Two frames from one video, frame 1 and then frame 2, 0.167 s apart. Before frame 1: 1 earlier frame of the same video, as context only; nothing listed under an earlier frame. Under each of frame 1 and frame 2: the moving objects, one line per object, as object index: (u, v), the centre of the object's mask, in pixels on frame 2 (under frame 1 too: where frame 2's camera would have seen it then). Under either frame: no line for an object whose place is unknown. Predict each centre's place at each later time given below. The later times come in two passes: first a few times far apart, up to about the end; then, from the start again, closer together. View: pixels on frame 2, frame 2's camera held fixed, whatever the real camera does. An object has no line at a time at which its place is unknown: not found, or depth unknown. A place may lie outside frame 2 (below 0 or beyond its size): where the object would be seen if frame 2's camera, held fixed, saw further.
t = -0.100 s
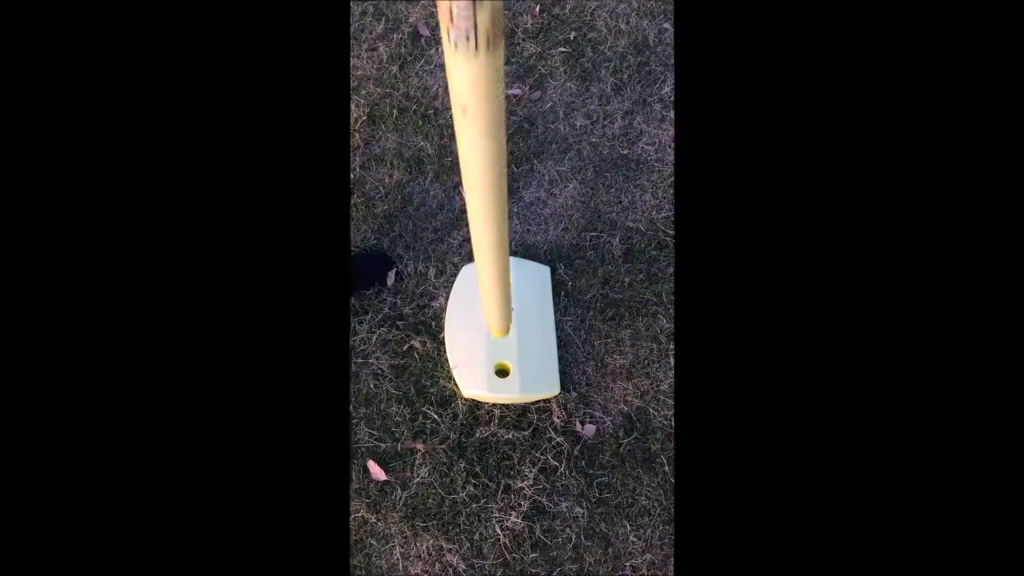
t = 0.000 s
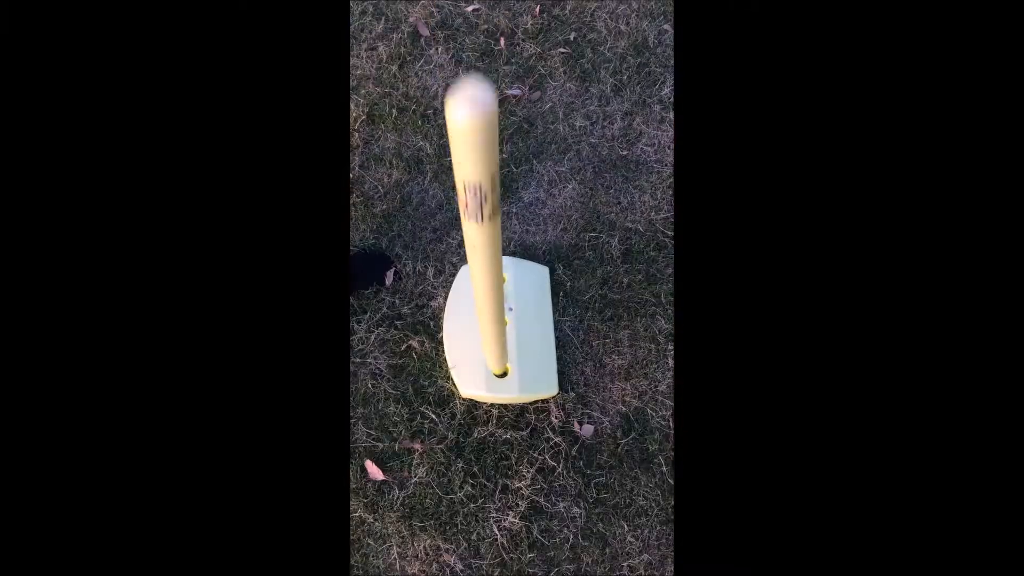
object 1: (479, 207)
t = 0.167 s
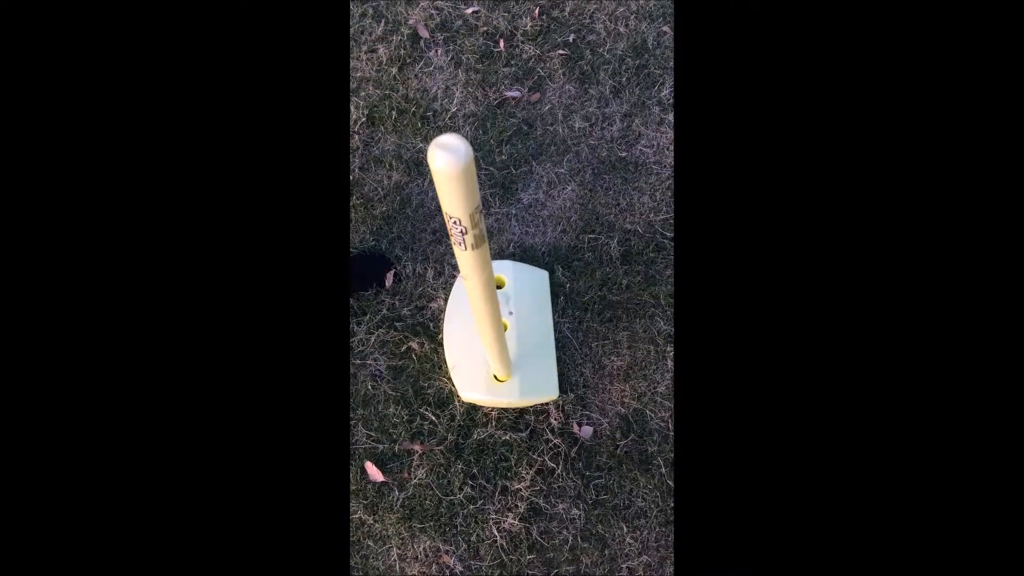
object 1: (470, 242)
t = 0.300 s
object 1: (468, 247)
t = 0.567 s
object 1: (496, 247)
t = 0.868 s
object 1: (540, 257)
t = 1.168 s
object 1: (525, 277)
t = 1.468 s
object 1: (515, 275)
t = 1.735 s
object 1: (526, 264)
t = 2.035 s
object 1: (525, 268)
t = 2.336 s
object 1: (524, 269)
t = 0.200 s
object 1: (468, 246)
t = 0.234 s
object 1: (466, 249)
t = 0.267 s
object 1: (466, 247)
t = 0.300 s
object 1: (468, 247)
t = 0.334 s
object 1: (472, 247)
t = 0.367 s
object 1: (475, 248)
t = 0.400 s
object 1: (478, 248)
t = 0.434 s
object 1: (481, 248)
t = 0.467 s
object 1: (485, 248)
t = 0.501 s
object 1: (489, 247)
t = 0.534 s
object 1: (492, 247)
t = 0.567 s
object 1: (496, 247)
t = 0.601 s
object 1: (501, 247)
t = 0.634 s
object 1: (506, 247)
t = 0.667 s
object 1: (511, 248)
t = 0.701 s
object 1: (516, 248)
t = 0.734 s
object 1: (522, 248)
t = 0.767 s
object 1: (528, 249)
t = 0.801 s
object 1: (533, 251)
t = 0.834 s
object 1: (537, 254)
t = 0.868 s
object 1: (540, 257)
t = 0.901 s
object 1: (540, 258)
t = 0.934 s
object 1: (539, 261)
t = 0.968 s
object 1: (538, 264)
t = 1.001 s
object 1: (537, 267)
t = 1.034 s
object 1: (535, 270)
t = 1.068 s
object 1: (533, 272)
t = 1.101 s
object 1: (531, 274)
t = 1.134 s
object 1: (528, 276)
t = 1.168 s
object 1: (525, 277)
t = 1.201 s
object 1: (522, 278)
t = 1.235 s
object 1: (519, 279)
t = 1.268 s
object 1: (517, 279)
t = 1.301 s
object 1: (515, 278)
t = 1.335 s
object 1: (514, 278)
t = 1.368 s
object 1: (513, 277)
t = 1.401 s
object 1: (513, 277)
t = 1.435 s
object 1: (514, 276)
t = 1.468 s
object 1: (515, 275)
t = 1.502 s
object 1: (517, 275)
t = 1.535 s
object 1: (518, 273)
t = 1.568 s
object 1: (521, 272)
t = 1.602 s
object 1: (523, 270)
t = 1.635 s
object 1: (524, 269)
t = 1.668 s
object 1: (526, 266)
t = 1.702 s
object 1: (526, 265)
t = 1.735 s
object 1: (526, 264)
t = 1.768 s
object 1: (525, 263)
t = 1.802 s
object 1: (525, 264)
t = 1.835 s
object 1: (525, 265)
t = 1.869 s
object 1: (525, 266)
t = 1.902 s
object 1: (525, 267)
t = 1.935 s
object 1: (525, 268)
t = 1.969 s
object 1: (525, 268)
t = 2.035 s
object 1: (525, 268)
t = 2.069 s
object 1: (525, 267)
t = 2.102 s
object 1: (525, 268)
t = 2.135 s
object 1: (525, 268)
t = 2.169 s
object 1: (524, 268)
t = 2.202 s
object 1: (525, 270)
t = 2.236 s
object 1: (525, 269)
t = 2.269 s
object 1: (525, 269)
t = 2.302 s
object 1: (524, 269)
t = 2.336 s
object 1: (524, 269)
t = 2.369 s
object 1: (524, 268)
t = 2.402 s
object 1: (524, 268)
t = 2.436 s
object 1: (523, 267)
